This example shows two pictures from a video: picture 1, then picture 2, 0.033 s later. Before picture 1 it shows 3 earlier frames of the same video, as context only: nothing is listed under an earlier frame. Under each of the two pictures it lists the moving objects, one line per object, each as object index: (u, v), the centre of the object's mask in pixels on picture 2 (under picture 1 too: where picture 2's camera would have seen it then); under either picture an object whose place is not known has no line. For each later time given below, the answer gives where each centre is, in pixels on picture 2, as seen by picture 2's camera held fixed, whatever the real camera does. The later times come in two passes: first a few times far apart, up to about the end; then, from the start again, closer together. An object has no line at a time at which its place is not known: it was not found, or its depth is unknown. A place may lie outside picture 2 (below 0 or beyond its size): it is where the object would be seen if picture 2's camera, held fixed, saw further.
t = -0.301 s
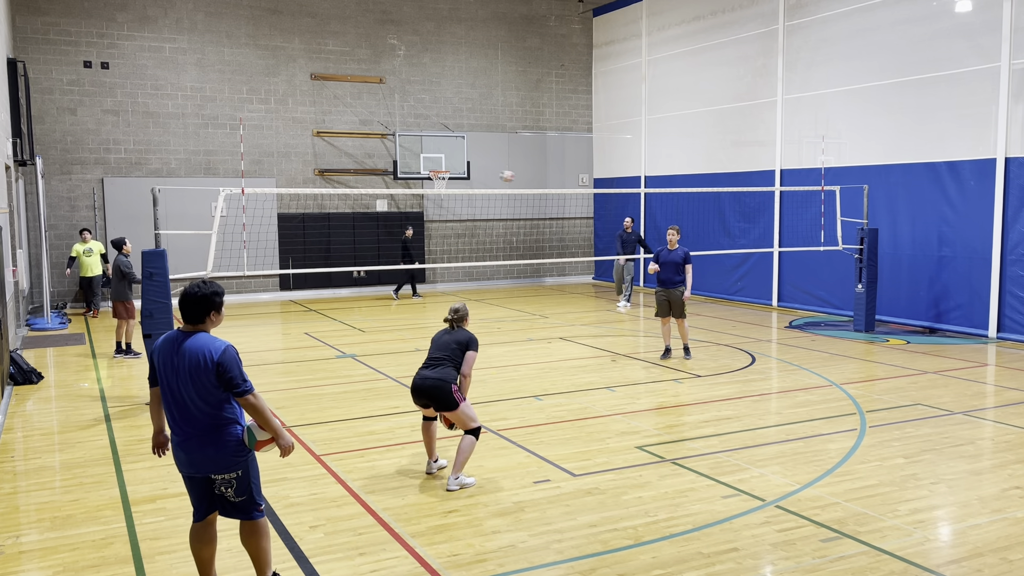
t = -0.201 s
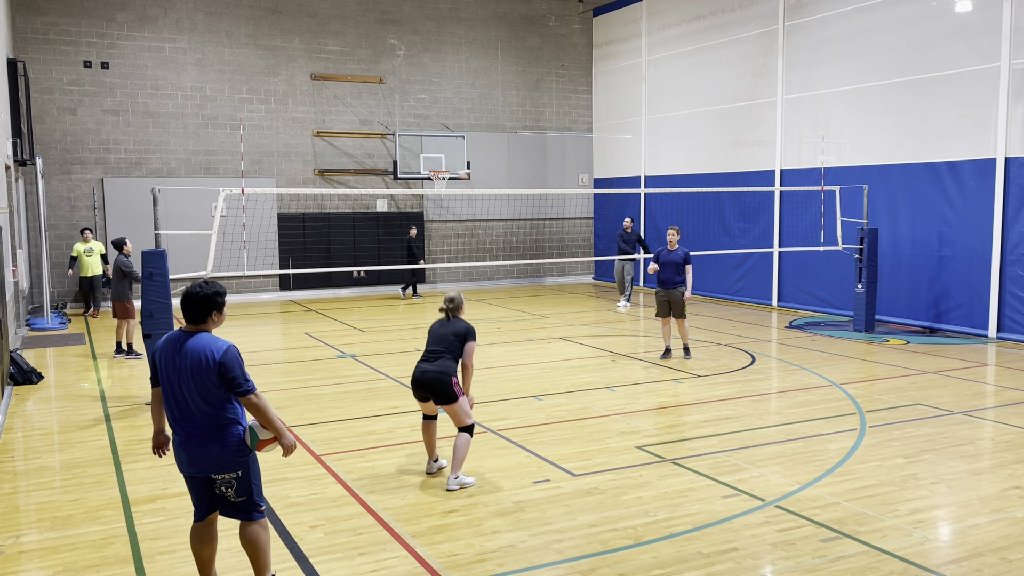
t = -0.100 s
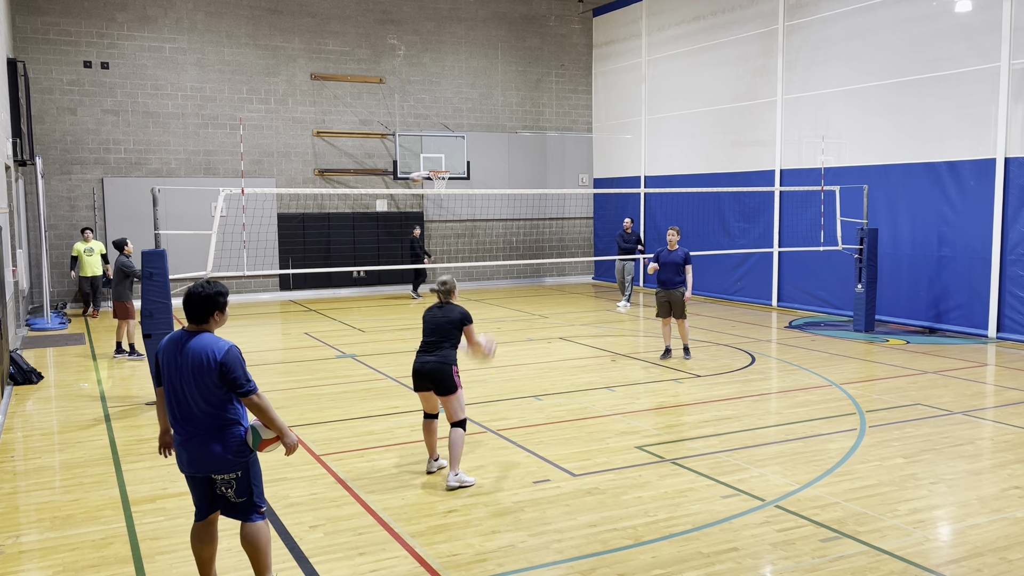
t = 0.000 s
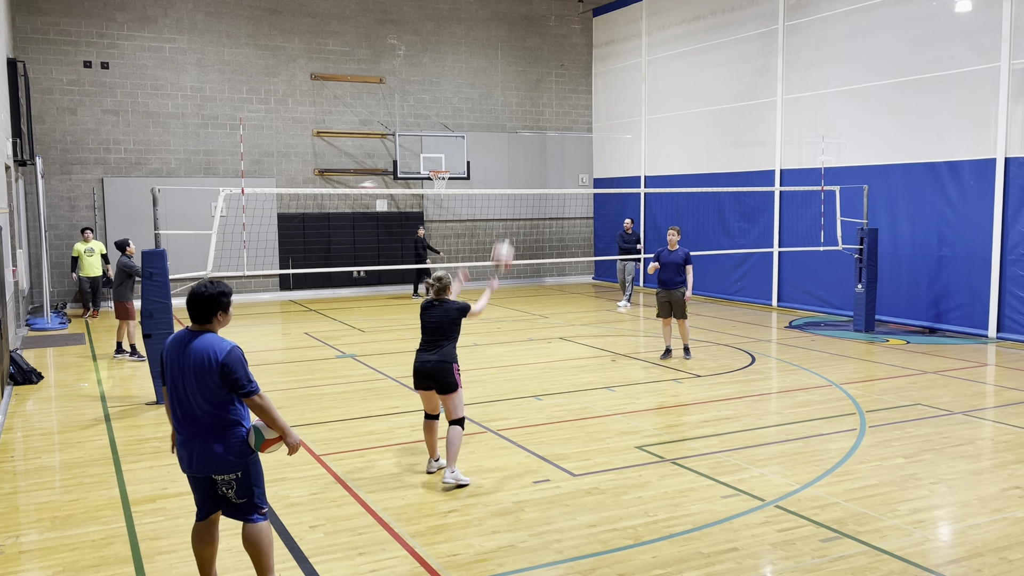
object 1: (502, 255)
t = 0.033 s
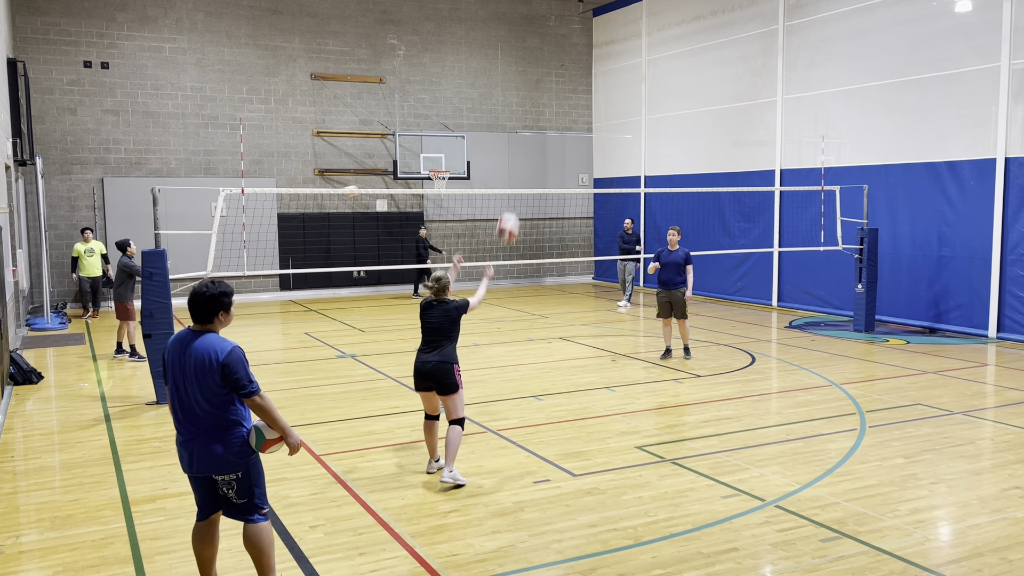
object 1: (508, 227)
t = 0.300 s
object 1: (545, 67)
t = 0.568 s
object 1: (576, 7)
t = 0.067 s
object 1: (514, 201)
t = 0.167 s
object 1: (528, 134)
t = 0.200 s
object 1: (533, 114)
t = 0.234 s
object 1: (537, 97)
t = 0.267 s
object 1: (541, 82)
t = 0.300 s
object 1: (545, 67)
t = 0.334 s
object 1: (549, 55)
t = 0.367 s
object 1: (553, 44)
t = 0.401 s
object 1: (557, 34)
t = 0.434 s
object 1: (561, 25)
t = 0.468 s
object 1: (565, 19)
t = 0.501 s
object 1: (569, 13)
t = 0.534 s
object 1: (572, 9)
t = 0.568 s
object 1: (576, 7)
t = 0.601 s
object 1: (579, 6)
